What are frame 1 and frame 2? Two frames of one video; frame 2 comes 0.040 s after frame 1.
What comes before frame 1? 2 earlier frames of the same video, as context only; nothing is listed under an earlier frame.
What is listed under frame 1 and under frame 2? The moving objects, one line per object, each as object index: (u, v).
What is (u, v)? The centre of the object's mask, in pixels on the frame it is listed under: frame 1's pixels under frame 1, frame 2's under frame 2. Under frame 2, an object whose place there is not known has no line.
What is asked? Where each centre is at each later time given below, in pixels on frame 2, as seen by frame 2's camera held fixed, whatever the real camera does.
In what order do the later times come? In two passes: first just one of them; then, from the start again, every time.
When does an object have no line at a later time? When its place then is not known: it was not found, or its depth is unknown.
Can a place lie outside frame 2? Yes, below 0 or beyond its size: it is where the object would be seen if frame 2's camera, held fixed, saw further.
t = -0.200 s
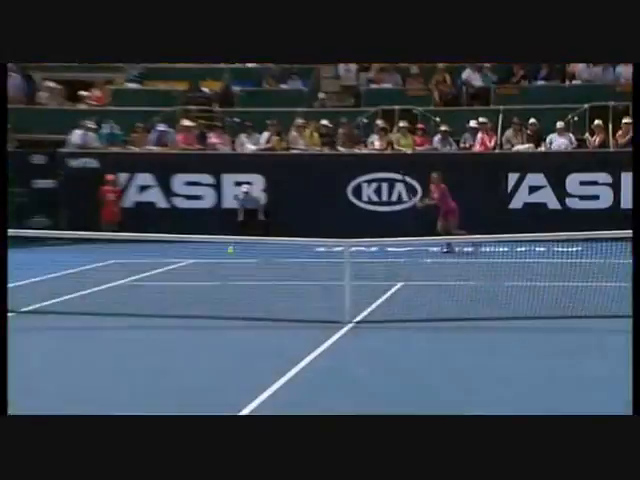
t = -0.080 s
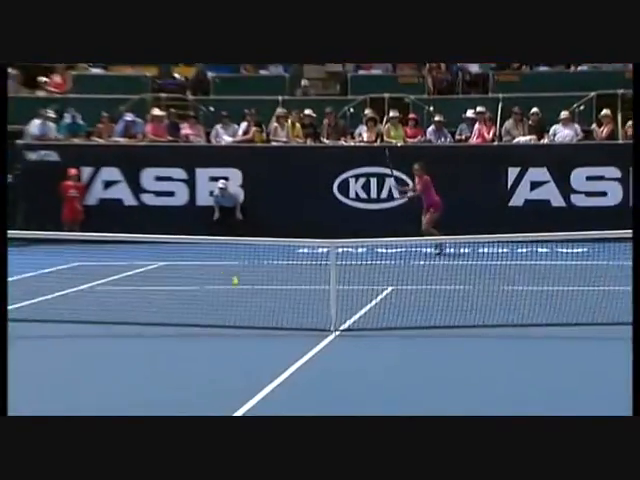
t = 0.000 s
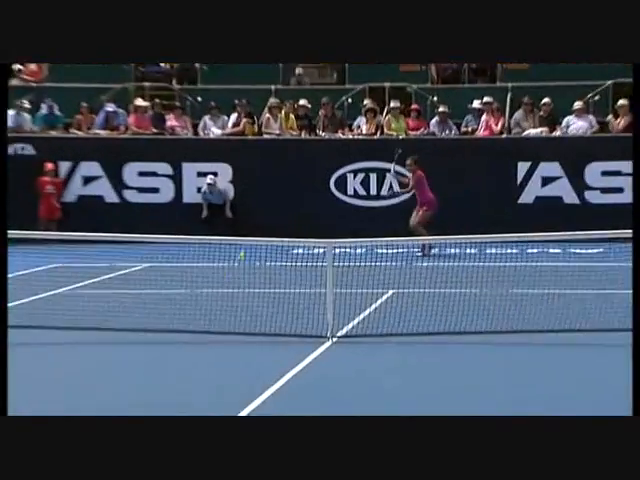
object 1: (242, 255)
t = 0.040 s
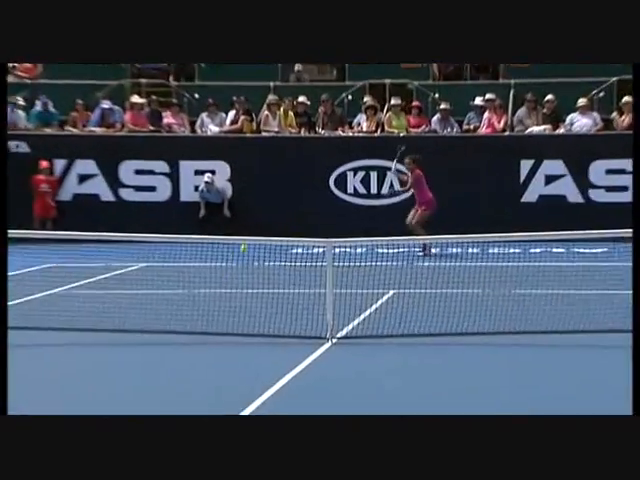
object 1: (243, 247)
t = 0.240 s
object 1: (273, 205)
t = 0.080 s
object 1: (251, 233)
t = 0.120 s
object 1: (258, 223)
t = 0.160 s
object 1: (264, 215)
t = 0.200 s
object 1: (270, 208)
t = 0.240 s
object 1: (273, 205)
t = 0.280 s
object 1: (278, 201)
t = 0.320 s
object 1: (283, 198)
